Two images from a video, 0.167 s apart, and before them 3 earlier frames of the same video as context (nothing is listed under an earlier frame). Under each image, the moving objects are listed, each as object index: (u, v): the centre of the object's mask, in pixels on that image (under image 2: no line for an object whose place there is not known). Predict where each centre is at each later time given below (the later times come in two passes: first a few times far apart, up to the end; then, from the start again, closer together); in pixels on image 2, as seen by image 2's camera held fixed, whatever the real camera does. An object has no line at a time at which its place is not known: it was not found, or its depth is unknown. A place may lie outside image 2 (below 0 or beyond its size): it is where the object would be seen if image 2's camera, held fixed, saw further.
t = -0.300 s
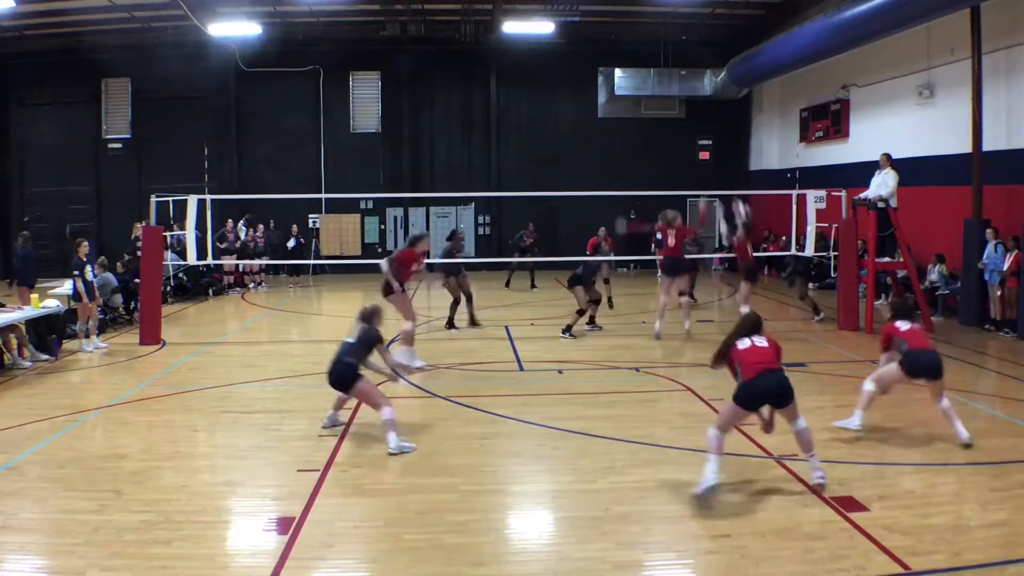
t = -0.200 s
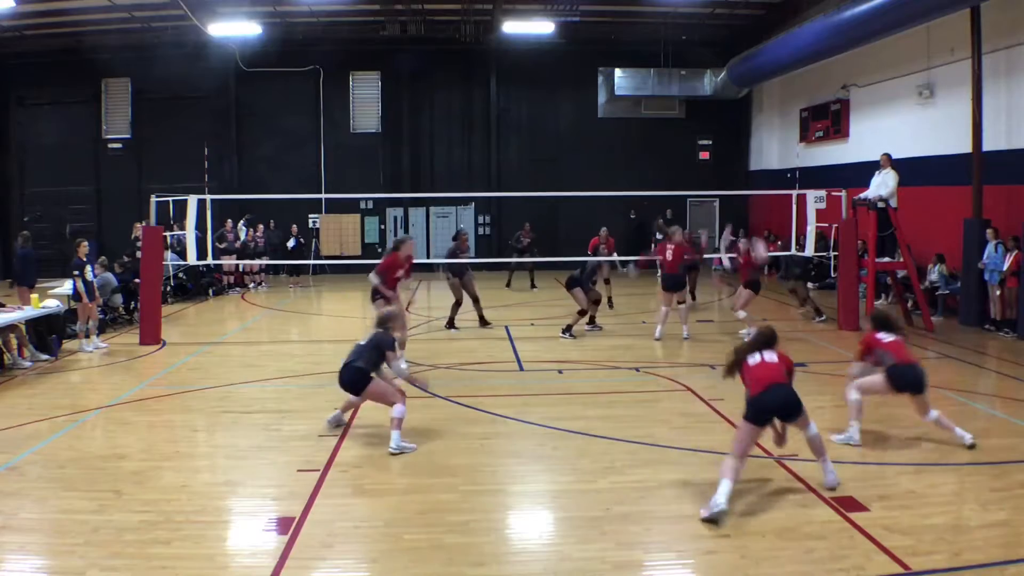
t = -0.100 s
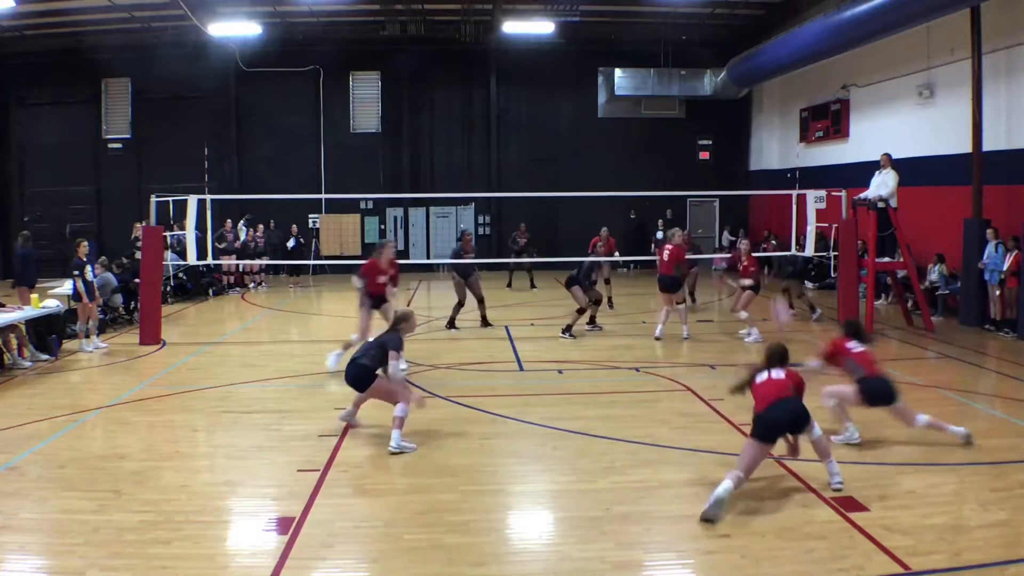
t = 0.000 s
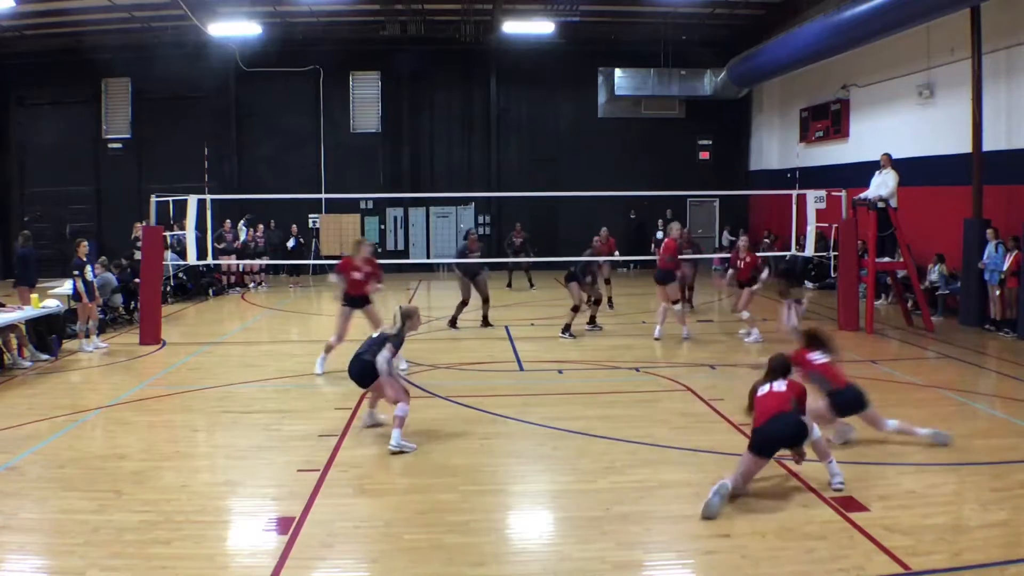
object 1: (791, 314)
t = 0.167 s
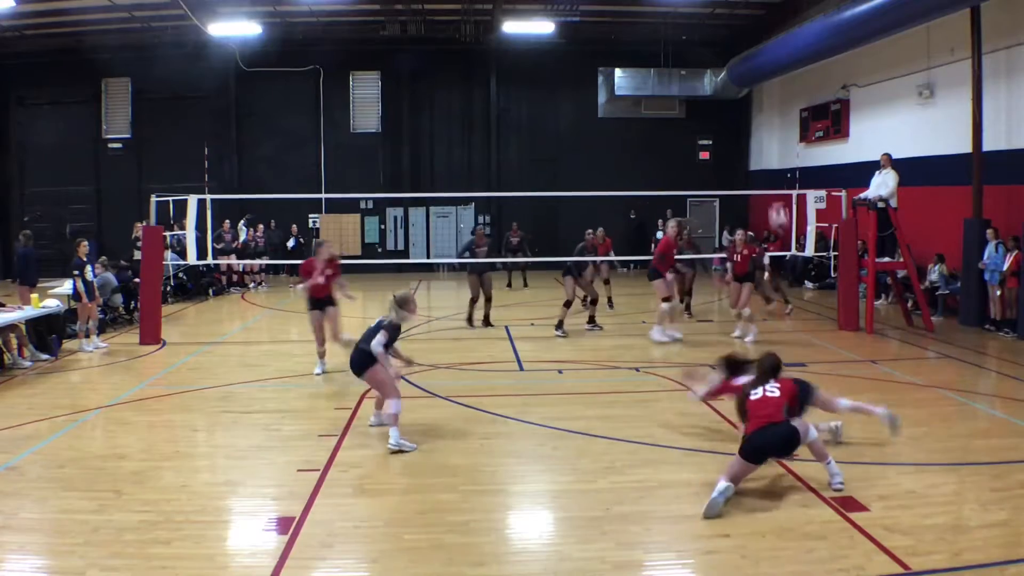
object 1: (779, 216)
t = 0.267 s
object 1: (774, 176)
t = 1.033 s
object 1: (748, 169)
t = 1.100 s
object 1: (747, 187)
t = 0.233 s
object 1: (775, 187)
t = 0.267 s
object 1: (774, 176)
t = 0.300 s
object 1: (773, 166)
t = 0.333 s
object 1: (770, 153)
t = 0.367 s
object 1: (769, 145)
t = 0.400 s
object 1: (767, 136)
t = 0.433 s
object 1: (766, 129)
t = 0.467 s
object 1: (765, 124)
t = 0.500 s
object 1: (762, 119)
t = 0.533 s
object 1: (762, 117)
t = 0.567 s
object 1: (761, 115)
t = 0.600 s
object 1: (760, 112)
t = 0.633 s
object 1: (758, 112)
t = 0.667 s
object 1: (757, 112)
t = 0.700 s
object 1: (756, 114)
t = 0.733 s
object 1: (755, 115)
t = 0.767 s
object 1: (754, 118)
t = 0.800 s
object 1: (753, 122)
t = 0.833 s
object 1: (752, 127)
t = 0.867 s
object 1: (752, 132)
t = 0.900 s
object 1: (751, 138)
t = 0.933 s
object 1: (749, 145)
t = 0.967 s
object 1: (749, 152)
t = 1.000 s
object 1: (748, 160)
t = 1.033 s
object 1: (748, 169)
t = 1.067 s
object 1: (748, 178)
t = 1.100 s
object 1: (747, 187)
